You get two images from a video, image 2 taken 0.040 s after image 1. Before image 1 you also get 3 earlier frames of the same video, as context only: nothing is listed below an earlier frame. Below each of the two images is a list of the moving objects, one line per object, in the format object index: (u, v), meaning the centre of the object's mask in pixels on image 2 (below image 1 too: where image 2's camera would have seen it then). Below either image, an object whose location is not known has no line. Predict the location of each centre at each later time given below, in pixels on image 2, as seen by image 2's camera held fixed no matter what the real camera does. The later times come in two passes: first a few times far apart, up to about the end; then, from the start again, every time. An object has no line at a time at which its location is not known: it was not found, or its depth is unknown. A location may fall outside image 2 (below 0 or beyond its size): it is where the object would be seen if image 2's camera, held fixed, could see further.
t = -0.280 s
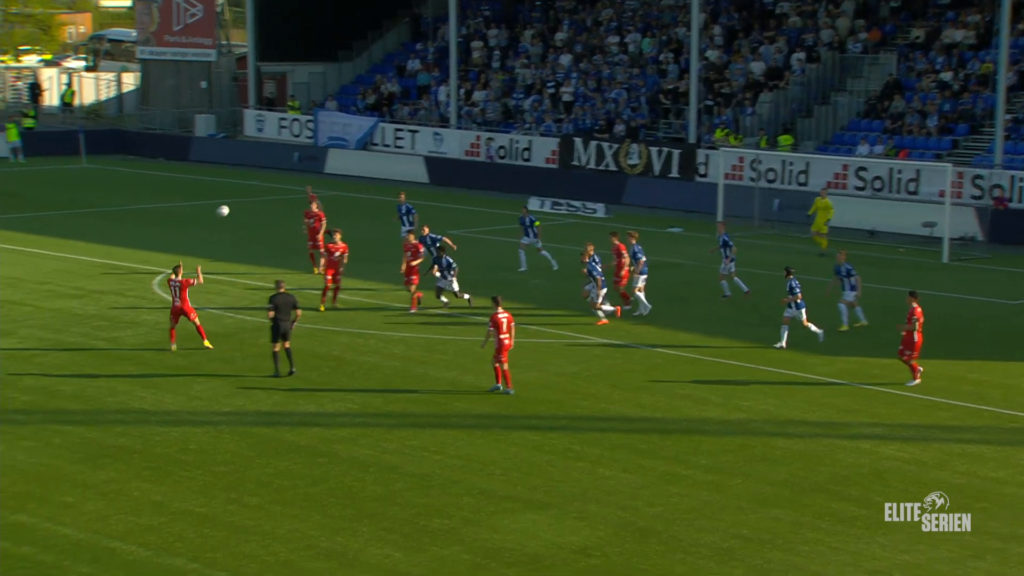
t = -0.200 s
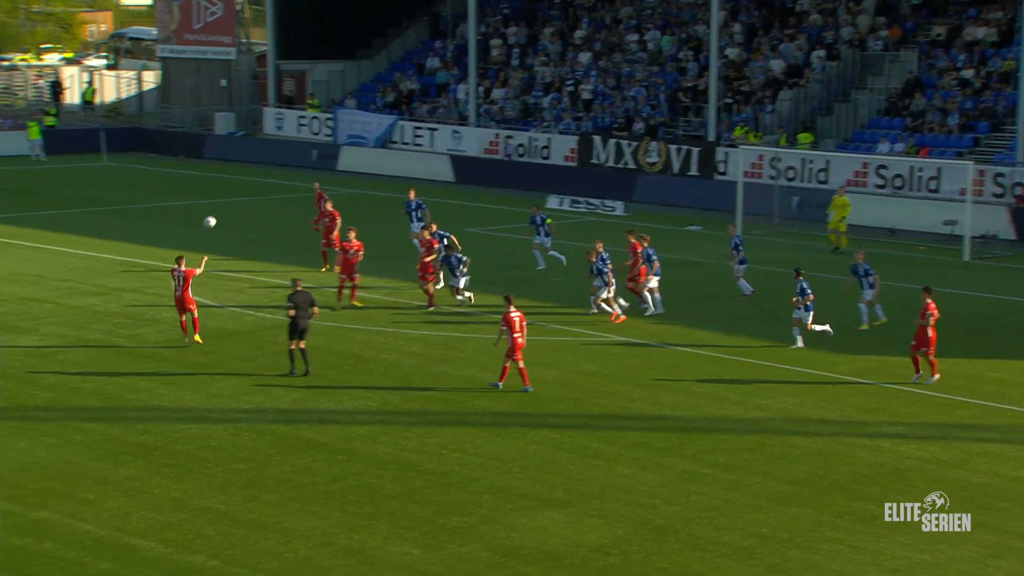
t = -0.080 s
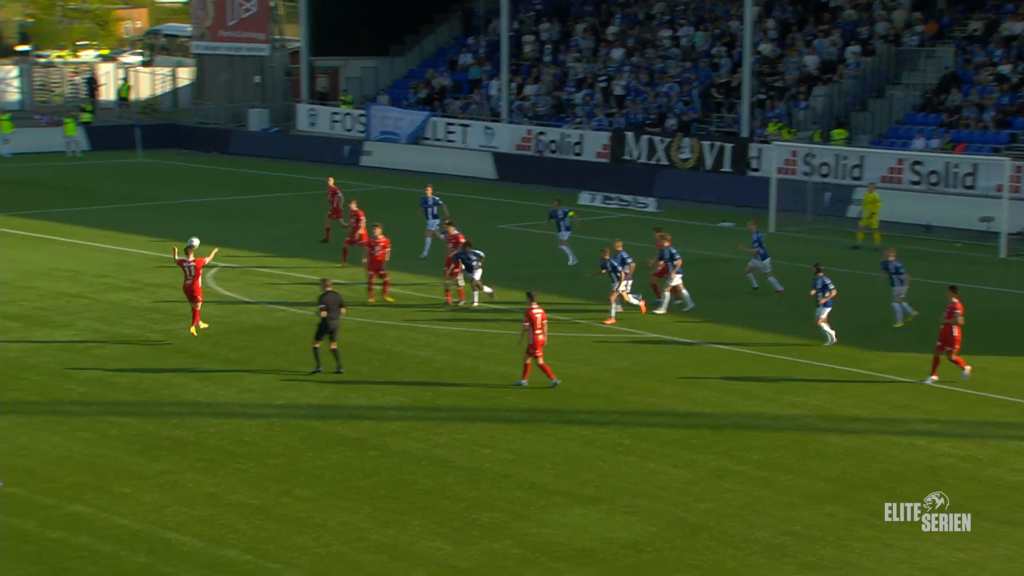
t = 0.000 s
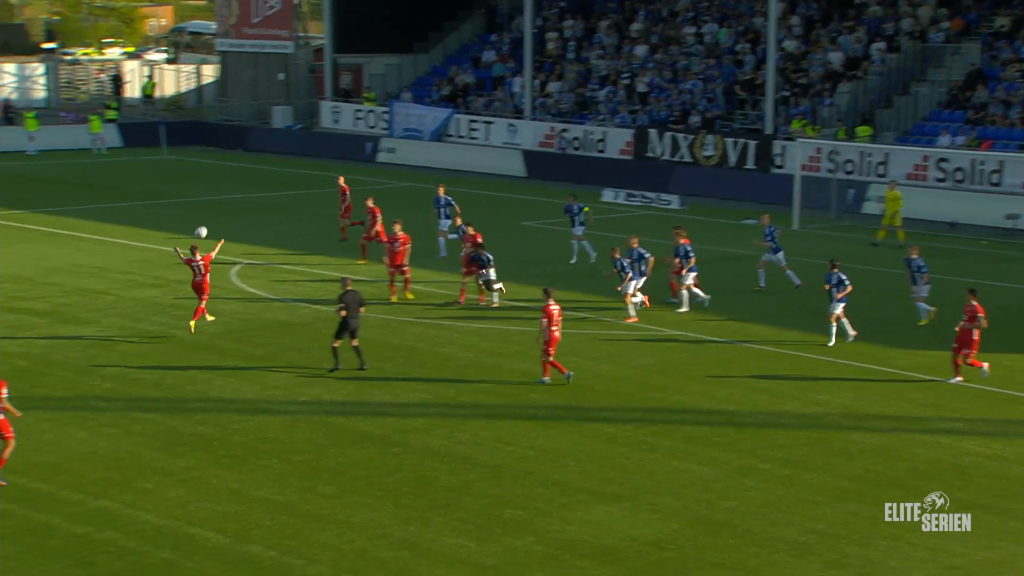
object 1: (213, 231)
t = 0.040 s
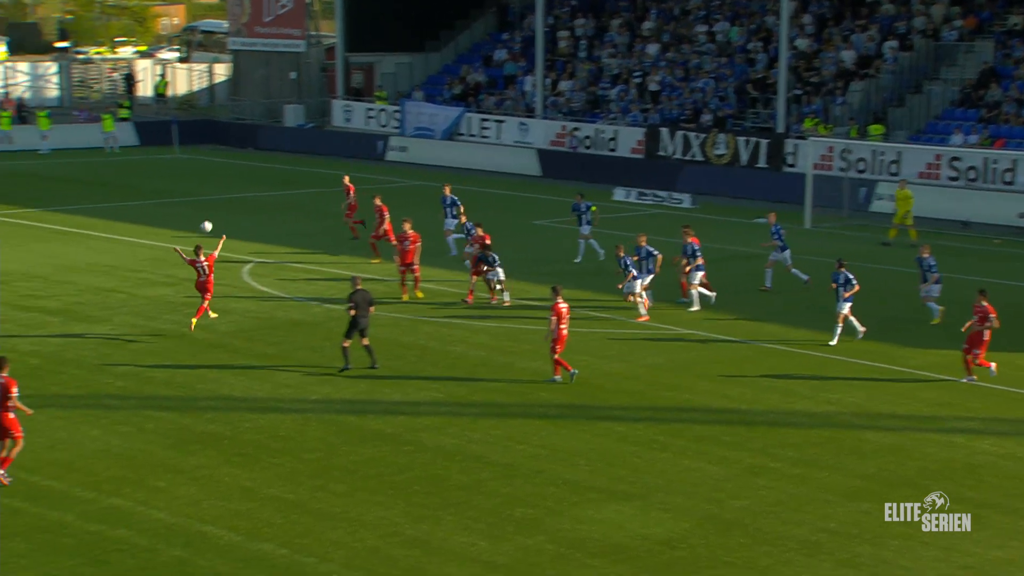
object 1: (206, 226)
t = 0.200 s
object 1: (178, 218)
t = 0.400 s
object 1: (146, 226)
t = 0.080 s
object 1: (199, 223)
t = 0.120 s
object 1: (192, 221)
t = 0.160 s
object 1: (185, 219)
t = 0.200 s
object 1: (178, 218)
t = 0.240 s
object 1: (172, 218)
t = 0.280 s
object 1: (165, 219)
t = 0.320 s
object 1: (158, 221)
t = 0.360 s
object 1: (152, 223)
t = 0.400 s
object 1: (146, 226)
